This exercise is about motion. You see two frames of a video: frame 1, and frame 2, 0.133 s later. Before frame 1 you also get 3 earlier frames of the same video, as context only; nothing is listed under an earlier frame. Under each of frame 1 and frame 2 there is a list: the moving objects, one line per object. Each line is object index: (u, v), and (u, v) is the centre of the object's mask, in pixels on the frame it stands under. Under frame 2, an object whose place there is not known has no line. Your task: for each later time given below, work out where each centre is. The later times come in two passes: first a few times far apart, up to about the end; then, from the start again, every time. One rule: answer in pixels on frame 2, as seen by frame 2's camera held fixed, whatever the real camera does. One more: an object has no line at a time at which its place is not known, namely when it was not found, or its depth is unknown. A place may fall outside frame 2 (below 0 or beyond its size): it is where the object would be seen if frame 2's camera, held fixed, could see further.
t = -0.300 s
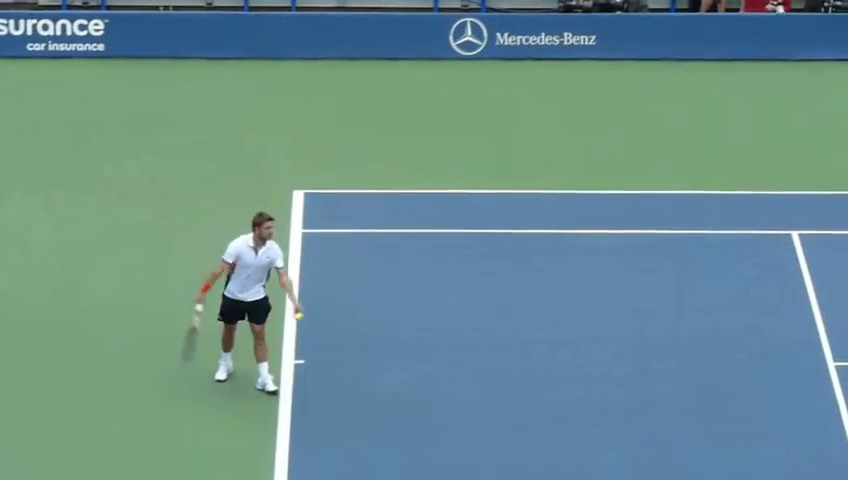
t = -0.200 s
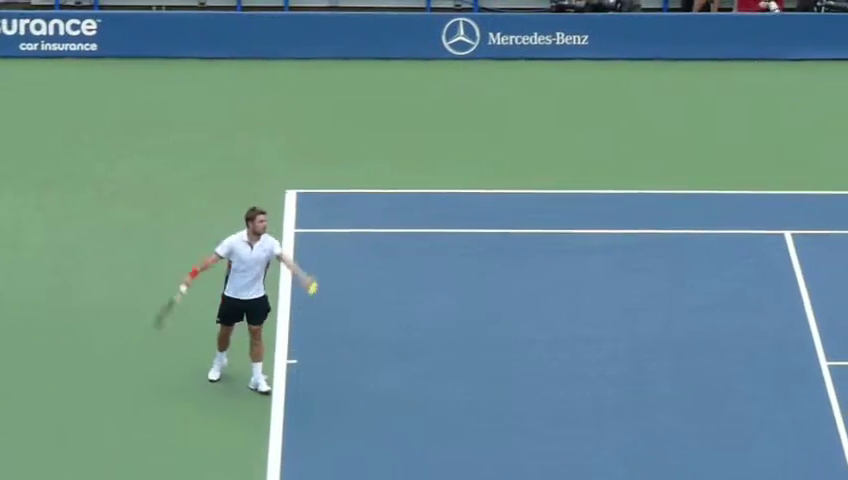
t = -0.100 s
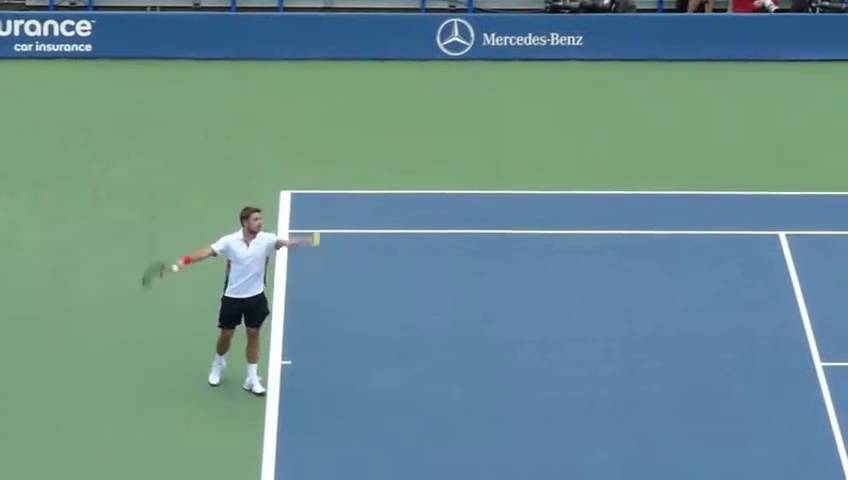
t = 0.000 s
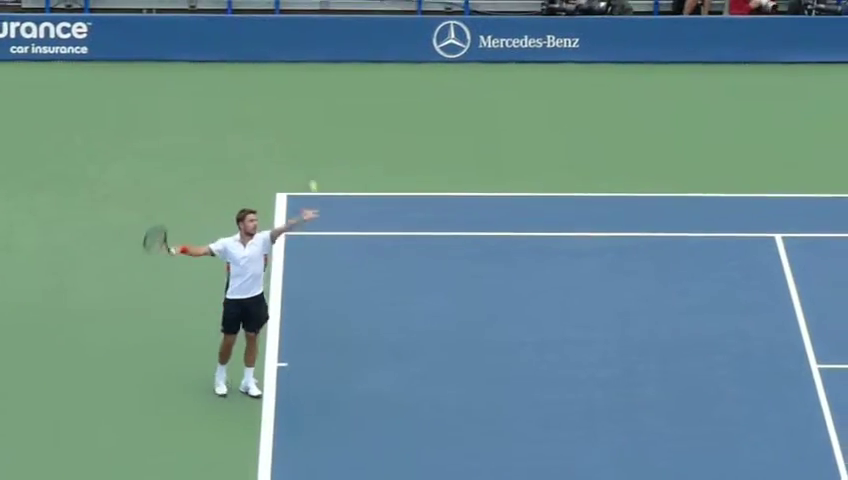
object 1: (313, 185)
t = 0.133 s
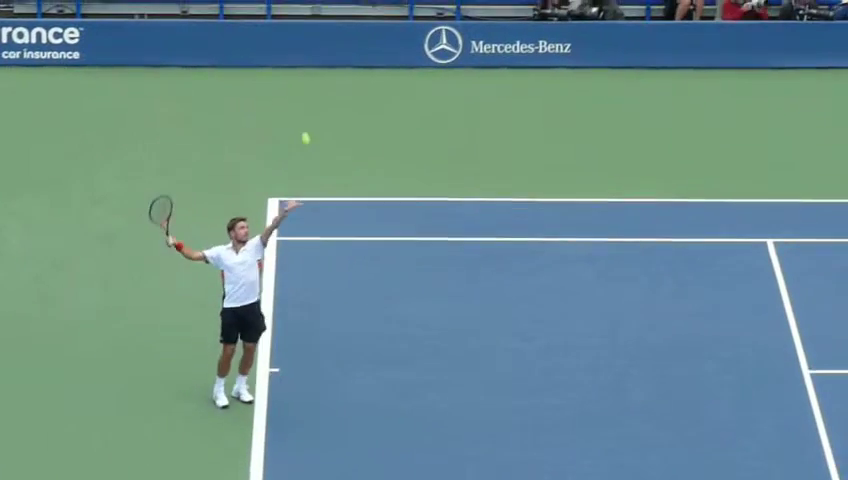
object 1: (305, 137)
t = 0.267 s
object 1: (304, 99)
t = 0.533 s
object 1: (304, 78)
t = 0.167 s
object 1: (305, 126)
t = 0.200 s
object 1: (305, 116)
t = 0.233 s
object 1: (304, 106)
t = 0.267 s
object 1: (304, 99)
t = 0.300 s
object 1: (305, 93)
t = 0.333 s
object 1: (305, 88)
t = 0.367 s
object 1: (304, 84)
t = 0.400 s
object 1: (304, 80)
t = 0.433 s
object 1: (304, 78)
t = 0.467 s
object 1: (303, 78)
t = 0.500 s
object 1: (303, 78)
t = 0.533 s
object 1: (304, 78)
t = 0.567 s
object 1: (303, 81)
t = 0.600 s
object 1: (303, 85)
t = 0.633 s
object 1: (302, 90)
